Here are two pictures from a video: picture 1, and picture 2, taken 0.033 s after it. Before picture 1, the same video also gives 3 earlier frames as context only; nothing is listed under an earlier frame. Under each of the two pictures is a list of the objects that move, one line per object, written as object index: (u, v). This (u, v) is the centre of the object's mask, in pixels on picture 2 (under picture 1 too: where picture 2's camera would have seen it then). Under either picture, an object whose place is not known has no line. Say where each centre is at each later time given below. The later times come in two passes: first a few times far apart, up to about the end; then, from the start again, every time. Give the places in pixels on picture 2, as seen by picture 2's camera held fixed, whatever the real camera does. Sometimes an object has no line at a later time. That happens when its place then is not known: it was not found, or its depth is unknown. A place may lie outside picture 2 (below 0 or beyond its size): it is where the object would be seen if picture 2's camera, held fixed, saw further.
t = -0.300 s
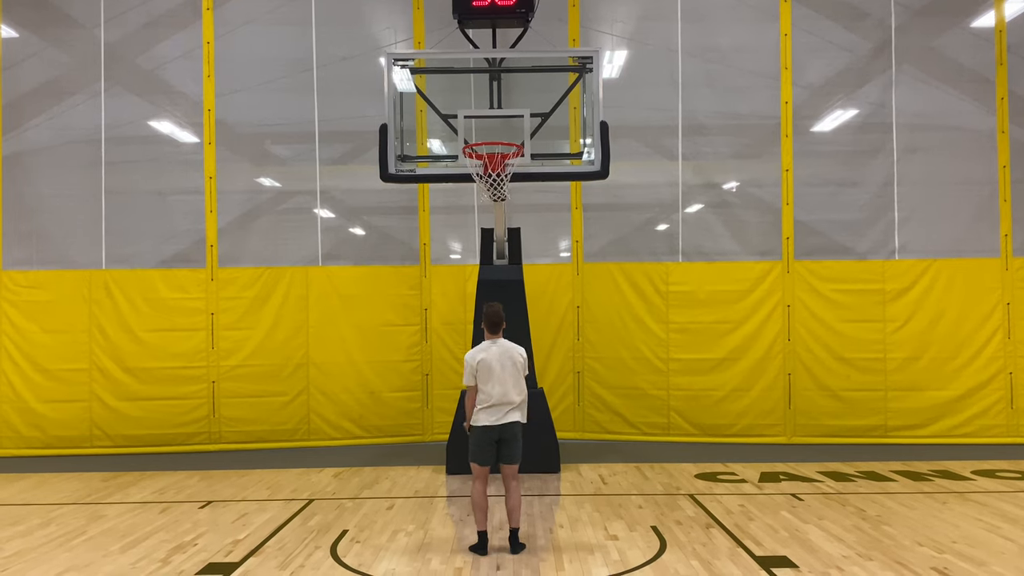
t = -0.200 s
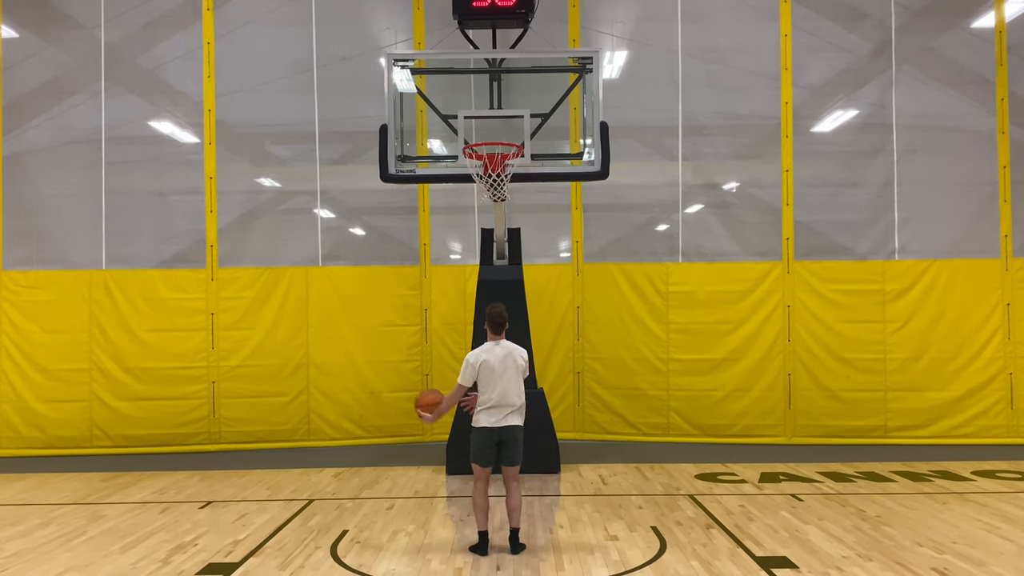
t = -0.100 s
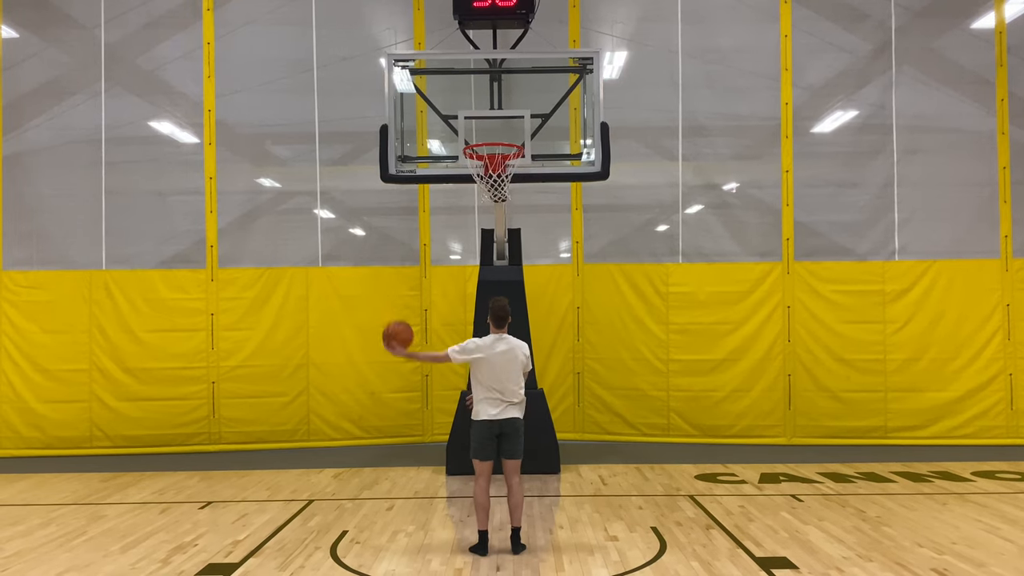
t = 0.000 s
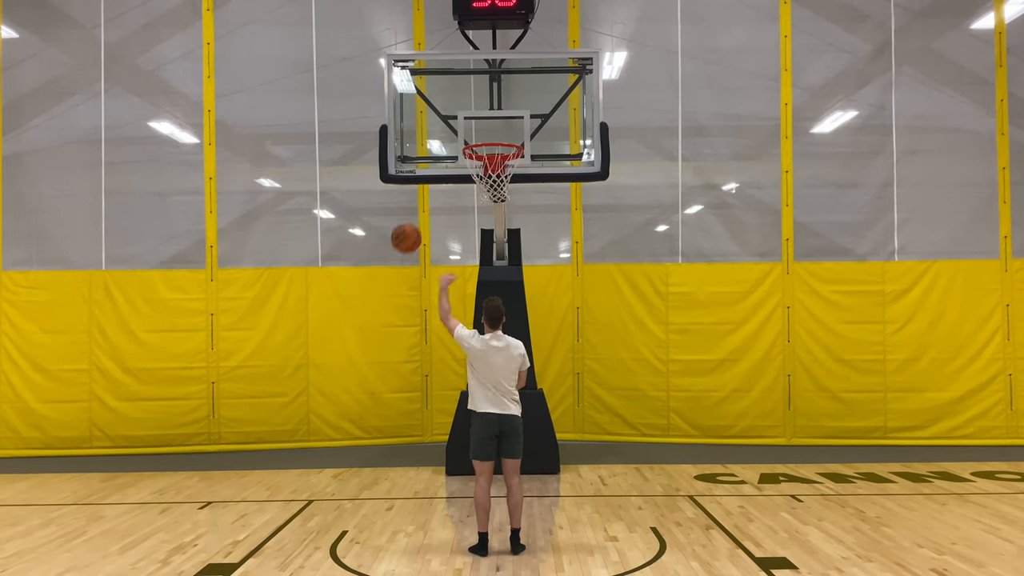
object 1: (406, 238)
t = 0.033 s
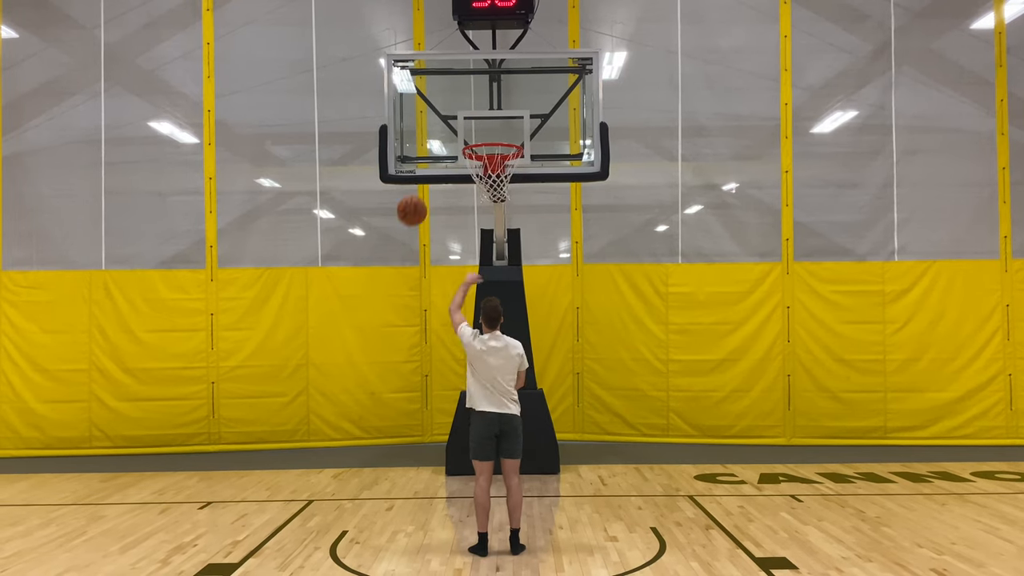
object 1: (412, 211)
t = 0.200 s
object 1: (439, 125)
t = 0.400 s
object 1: (478, 134)
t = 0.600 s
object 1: (500, 204)
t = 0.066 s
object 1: (418, 187)
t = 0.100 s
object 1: (423, 167)
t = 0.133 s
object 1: (428, 149)
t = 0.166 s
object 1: (434, 135)
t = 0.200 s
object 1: (439, 125)
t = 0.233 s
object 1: (446, 120)
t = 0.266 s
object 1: (452, 118)
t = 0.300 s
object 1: (459, 118)
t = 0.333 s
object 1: (465, 122)
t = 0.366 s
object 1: (472, 129)
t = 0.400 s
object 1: (478, 134)
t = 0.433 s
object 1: (487, 152)
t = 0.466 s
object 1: (493, 166)
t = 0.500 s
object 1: (497, 177)
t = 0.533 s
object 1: (498, 184)
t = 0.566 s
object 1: (498, 196)
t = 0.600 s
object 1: (500, 204)
